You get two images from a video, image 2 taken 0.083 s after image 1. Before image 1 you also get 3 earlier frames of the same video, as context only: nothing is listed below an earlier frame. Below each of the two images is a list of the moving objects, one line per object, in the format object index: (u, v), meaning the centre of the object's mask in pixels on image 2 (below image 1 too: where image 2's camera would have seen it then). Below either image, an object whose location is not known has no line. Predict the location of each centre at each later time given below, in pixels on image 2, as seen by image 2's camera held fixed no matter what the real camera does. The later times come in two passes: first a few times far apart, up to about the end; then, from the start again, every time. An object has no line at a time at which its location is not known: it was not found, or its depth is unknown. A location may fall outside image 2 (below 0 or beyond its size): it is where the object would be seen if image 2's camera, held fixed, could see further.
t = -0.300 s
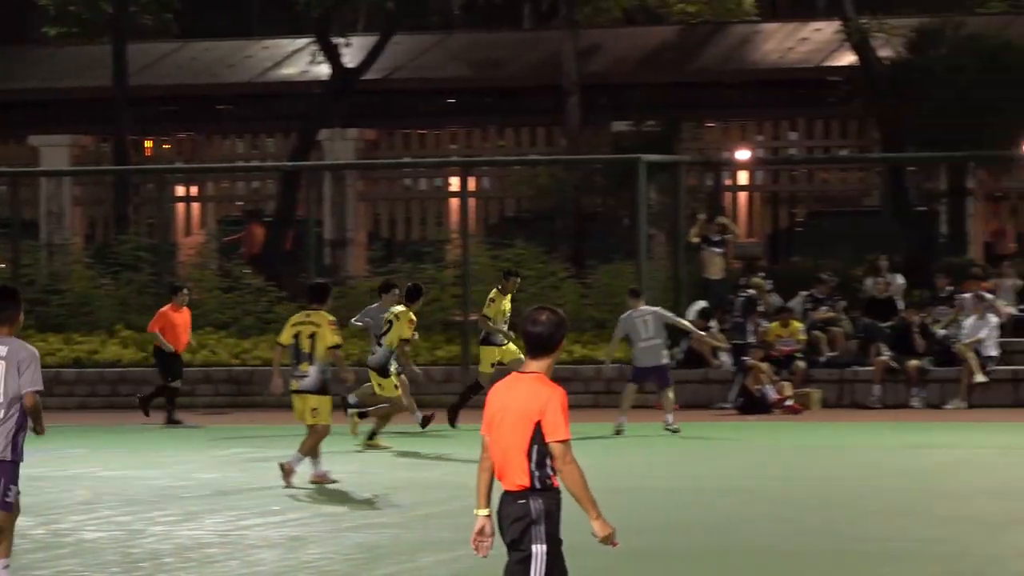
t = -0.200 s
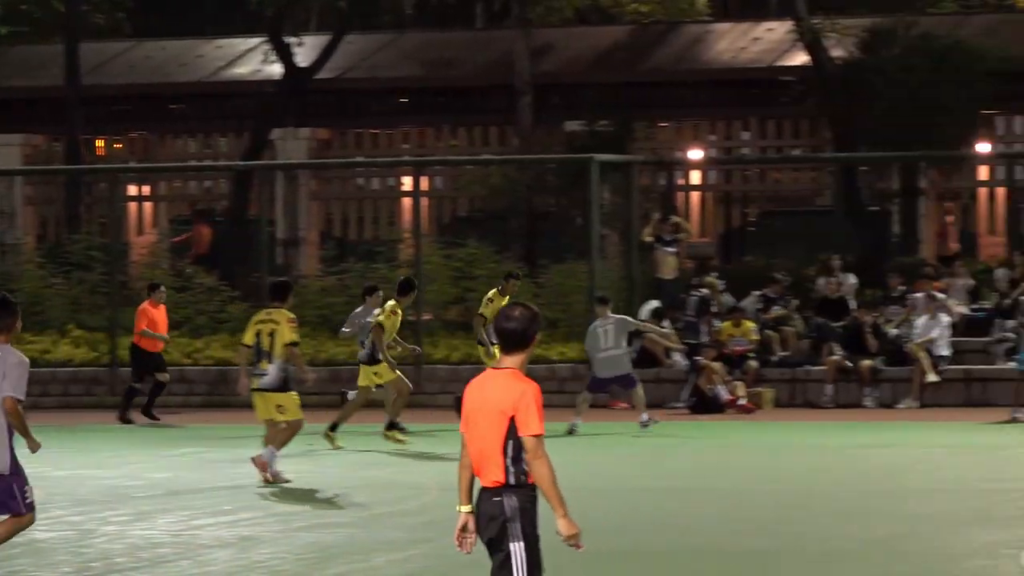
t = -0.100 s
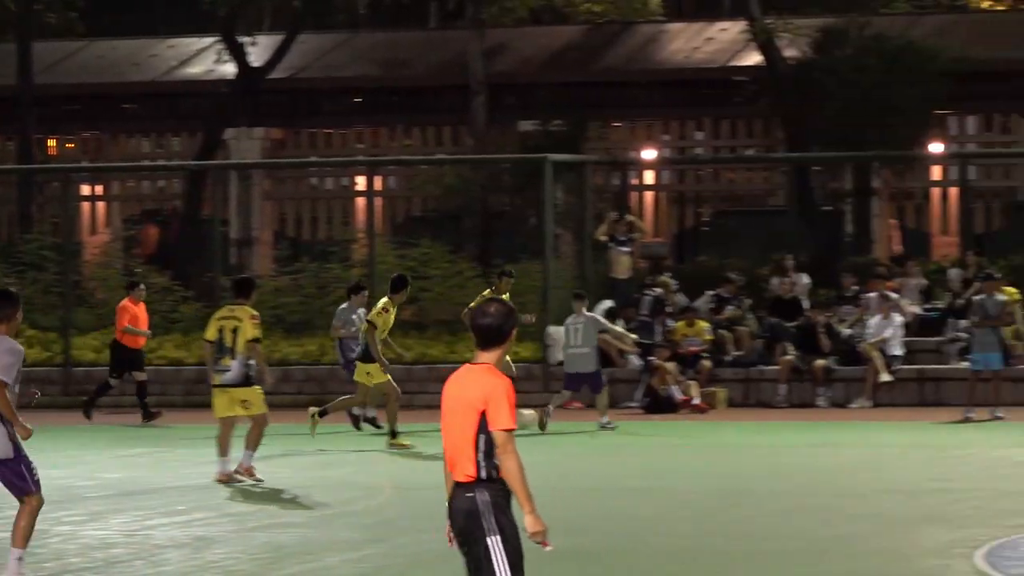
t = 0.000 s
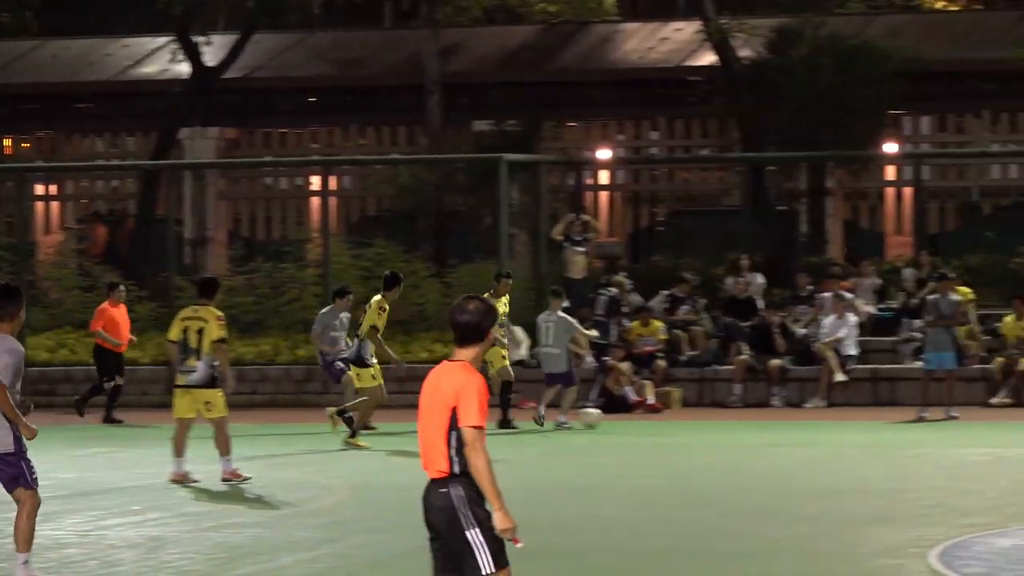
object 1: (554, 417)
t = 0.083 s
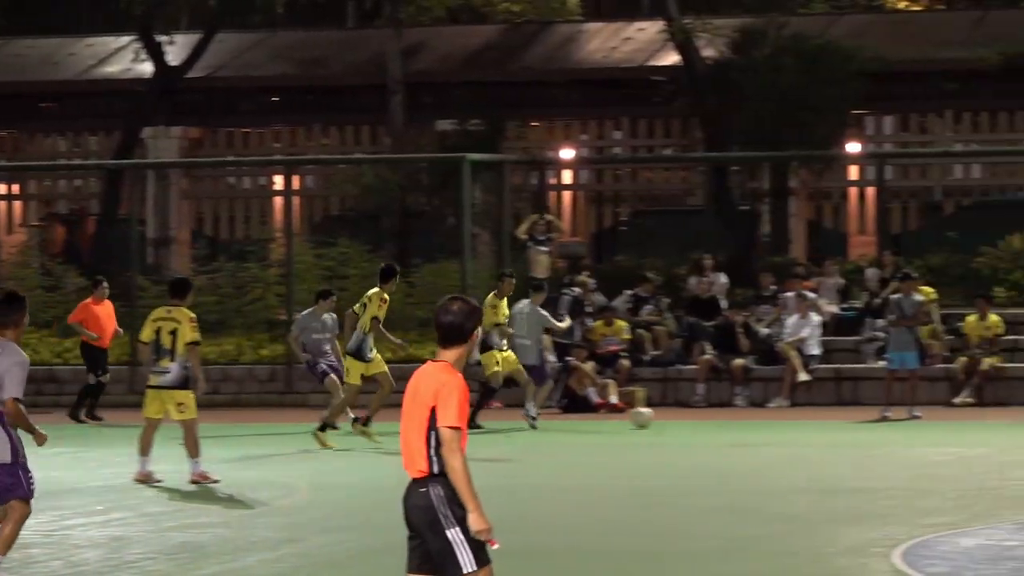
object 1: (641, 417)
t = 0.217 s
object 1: (773, 418)
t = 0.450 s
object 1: (967, 419)
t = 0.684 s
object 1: (1128, 422)
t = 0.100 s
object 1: (659, 418)
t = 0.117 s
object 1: (676, 418)
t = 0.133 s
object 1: (693, 418)
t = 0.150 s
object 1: (710, 419)
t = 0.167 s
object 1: (725, 419)
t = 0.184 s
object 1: (742, 418)
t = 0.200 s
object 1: (758, 418)
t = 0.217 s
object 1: (773, 418)
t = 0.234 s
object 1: (787, 418)
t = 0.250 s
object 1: (804, 418)
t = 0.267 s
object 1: (818, 419)
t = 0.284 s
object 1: (834, 419)
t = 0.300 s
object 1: (848, 419)
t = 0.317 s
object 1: (861, 419)
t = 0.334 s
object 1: (875, 419)
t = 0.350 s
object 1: (889, 418)
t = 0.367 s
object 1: (903, 419)
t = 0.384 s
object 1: (917, 419)
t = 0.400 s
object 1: (930, 420)
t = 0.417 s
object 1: (942, 419)
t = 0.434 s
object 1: (955, 419)
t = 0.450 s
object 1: (967, 419)
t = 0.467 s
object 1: (980, 419)
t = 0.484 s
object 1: (992, 419)
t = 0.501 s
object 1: (1005, 419)
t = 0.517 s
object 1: (1017, 420)
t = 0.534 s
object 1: (1029, 421)
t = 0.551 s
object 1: (1041, 420)
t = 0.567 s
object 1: (1051, 420)
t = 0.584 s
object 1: (1062, 419)
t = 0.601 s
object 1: (1073, 419)
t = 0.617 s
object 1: (1085, 419)
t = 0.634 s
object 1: (1095, 420)
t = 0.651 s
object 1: (1106, 421)
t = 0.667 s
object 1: (1117, 422)
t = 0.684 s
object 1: (1128, 422)
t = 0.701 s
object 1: (1139, 421)
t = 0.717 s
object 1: (1150, 421)
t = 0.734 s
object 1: (1160, 420)
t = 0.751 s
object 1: (1171, 420)
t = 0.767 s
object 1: (1181, 421)
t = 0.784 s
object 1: (1192, 421)
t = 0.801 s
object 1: (1201, 421)
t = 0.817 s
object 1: (1212, 420)
